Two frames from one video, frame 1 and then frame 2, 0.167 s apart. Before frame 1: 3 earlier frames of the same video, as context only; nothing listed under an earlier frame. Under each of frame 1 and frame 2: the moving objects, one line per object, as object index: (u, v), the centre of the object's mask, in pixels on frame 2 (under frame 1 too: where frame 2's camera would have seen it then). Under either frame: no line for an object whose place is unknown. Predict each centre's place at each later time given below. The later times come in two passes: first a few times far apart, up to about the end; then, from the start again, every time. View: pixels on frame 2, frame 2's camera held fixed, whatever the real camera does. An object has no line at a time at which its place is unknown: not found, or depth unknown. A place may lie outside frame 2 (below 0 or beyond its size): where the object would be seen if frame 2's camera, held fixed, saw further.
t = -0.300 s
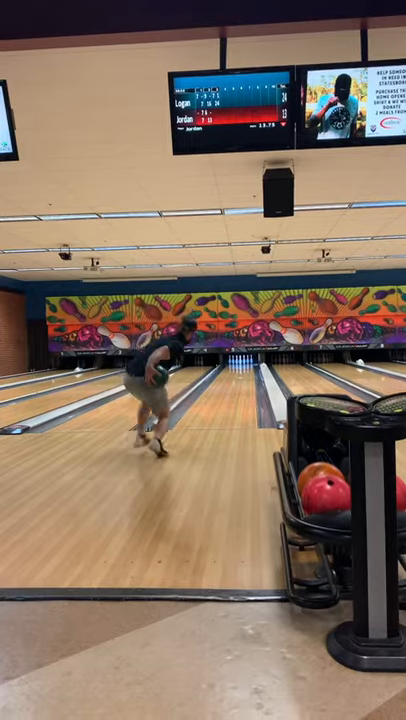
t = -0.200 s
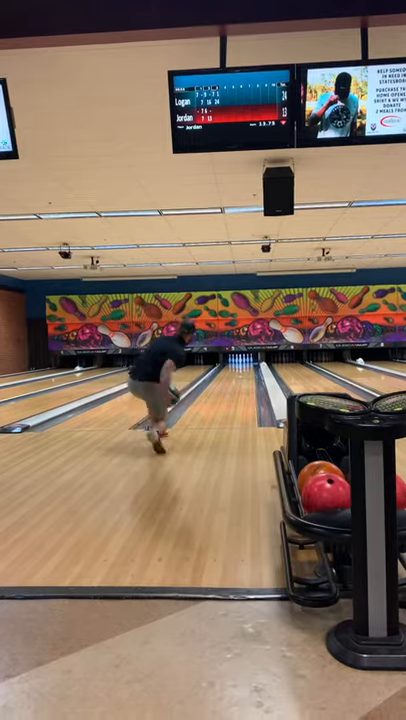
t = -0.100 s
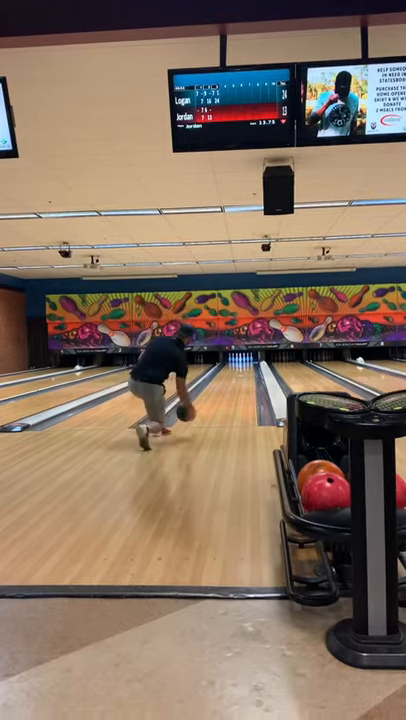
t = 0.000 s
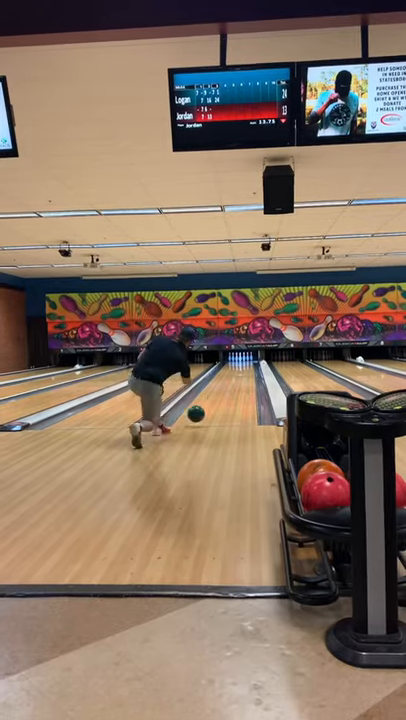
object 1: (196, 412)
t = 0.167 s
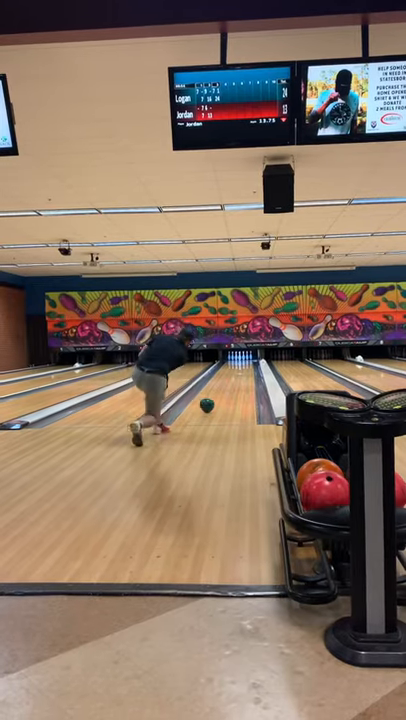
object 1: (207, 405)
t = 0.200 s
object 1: (208, 403)
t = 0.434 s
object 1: (219, 391)
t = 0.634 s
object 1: (225, 384)
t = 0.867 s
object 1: (230, 378)
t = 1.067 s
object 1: (234, 374)
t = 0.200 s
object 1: (208, 403)
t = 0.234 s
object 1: (210, 401)
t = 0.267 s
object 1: (212, 399)
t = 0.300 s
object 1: (213, 397)
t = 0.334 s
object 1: (215, 396)
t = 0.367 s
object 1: (216, 394)
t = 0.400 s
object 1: (218, 393)
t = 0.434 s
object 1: (219, 391)
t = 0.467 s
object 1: (220, 390)
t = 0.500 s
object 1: (221, 388)
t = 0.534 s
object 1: (222, 387)
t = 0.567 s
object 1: (223, 386)
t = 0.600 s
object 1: (224, 385)
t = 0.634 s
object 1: (225, 384)
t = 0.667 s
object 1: (226, 383)
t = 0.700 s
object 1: (227, 382)
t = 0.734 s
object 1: (228, 381)
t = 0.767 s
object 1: (228, 380)
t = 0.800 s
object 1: (229, 380)
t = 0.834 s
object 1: (230, 379)
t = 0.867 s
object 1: (230, 378)
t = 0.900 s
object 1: (231, 377)
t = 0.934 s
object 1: (232, 376)
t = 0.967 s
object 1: (232, 375)
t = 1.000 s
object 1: (233, 375)
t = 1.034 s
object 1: (233, 374)
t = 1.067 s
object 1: (234, 374)
